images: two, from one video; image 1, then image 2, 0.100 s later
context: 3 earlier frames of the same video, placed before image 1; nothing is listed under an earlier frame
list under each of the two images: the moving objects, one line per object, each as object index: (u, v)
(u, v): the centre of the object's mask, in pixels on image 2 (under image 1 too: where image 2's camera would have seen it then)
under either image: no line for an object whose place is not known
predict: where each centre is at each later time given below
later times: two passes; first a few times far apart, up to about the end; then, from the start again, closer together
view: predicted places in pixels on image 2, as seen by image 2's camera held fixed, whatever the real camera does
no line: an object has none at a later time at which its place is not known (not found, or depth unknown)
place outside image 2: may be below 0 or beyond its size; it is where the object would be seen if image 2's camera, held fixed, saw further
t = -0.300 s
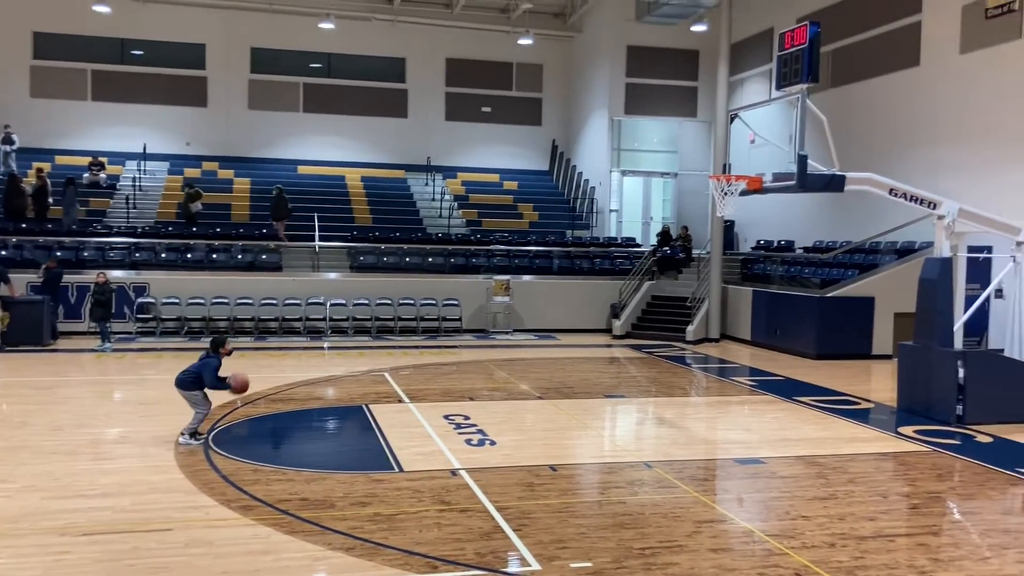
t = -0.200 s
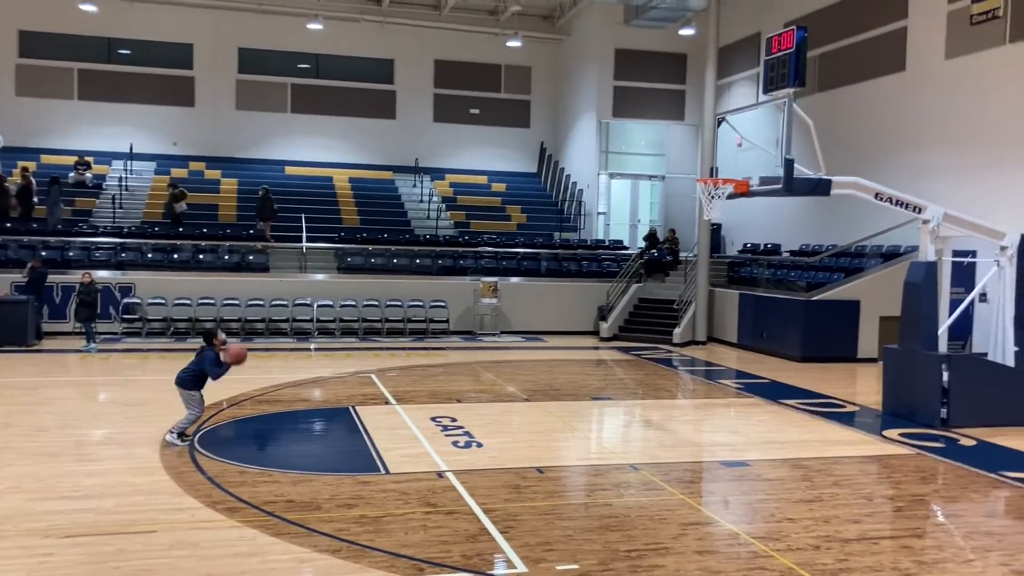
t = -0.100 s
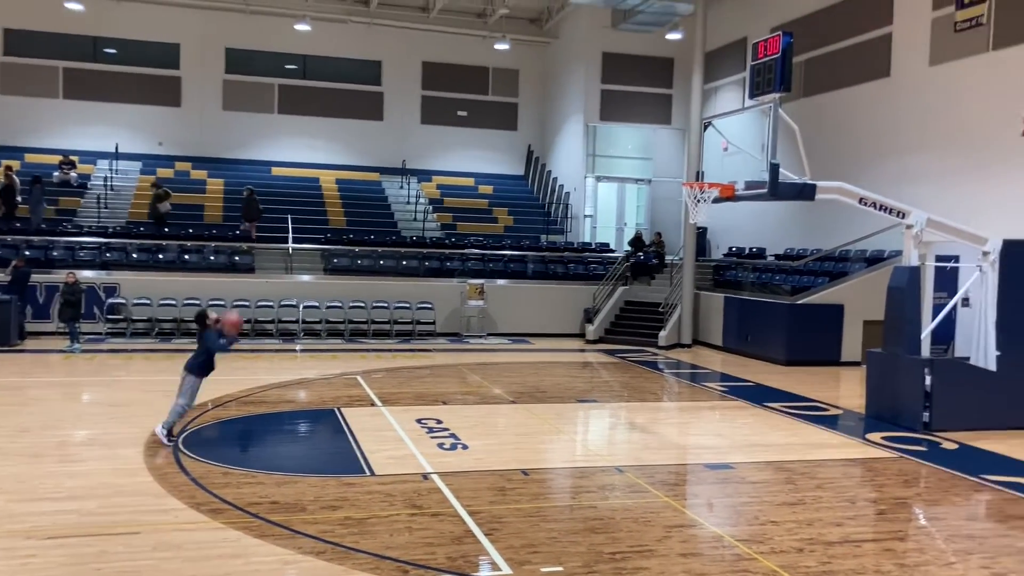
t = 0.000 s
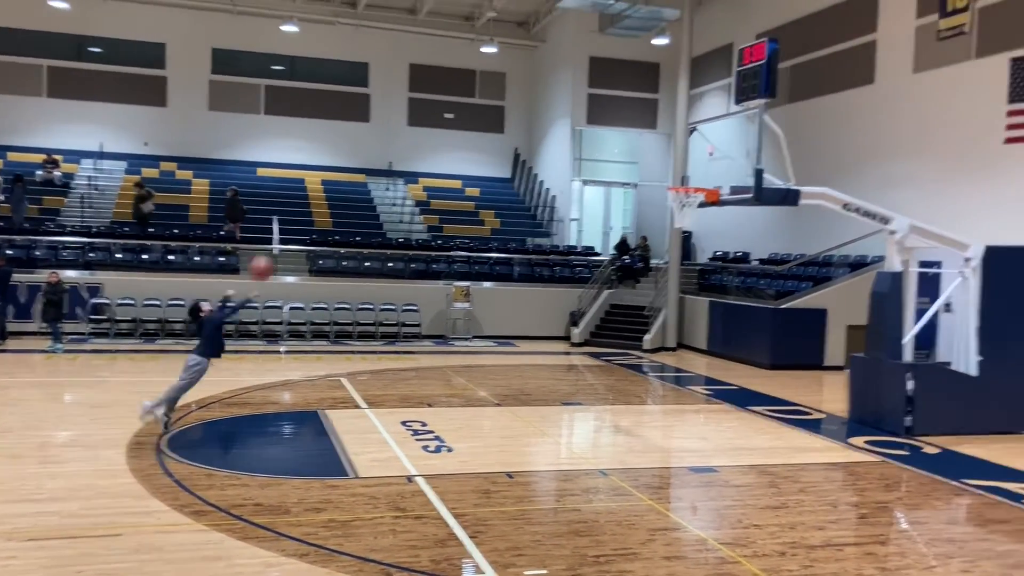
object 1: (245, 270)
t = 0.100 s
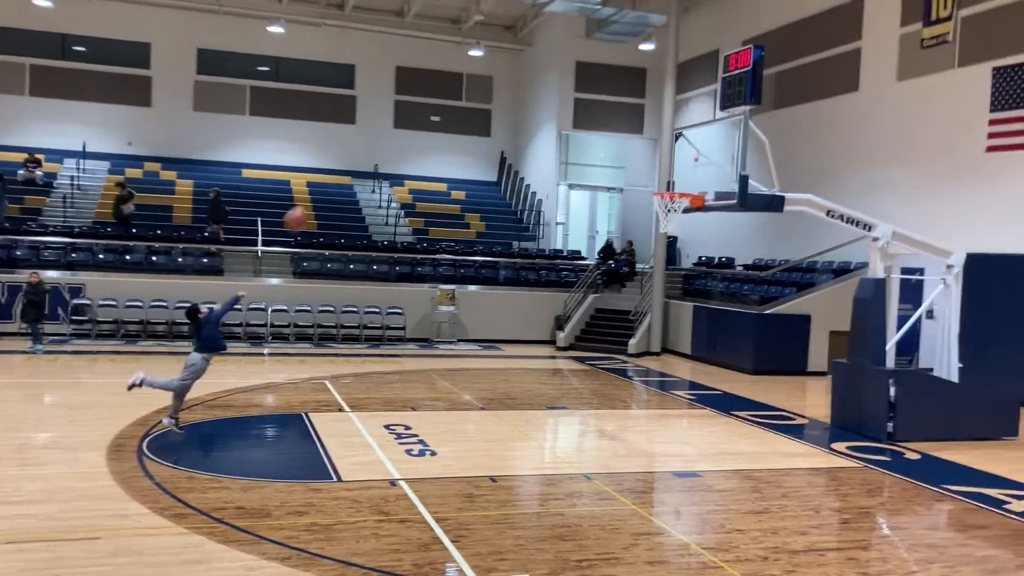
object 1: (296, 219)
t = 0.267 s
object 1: (374, 160)
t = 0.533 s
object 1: (486, 120)
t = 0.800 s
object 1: (584, 141)
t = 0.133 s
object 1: (313, 206)
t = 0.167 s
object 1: (328, 192)
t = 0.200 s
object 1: (343, 180)
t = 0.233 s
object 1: (359, 169)
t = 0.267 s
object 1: (374, 160)
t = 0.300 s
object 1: (388, 151)
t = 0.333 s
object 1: (404, 143)
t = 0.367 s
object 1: (419, 137)
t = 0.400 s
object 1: (432, 130)
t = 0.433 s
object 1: (446, 127)
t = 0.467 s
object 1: (460, 124)
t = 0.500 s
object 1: (473, 123)
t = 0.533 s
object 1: (486, 120)
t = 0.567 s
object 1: (499, 120)
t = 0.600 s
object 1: (512, 120)
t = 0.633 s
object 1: (524, 122)
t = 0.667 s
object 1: (537, 124)
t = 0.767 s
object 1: (573, 135)
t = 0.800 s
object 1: (584, 141)
